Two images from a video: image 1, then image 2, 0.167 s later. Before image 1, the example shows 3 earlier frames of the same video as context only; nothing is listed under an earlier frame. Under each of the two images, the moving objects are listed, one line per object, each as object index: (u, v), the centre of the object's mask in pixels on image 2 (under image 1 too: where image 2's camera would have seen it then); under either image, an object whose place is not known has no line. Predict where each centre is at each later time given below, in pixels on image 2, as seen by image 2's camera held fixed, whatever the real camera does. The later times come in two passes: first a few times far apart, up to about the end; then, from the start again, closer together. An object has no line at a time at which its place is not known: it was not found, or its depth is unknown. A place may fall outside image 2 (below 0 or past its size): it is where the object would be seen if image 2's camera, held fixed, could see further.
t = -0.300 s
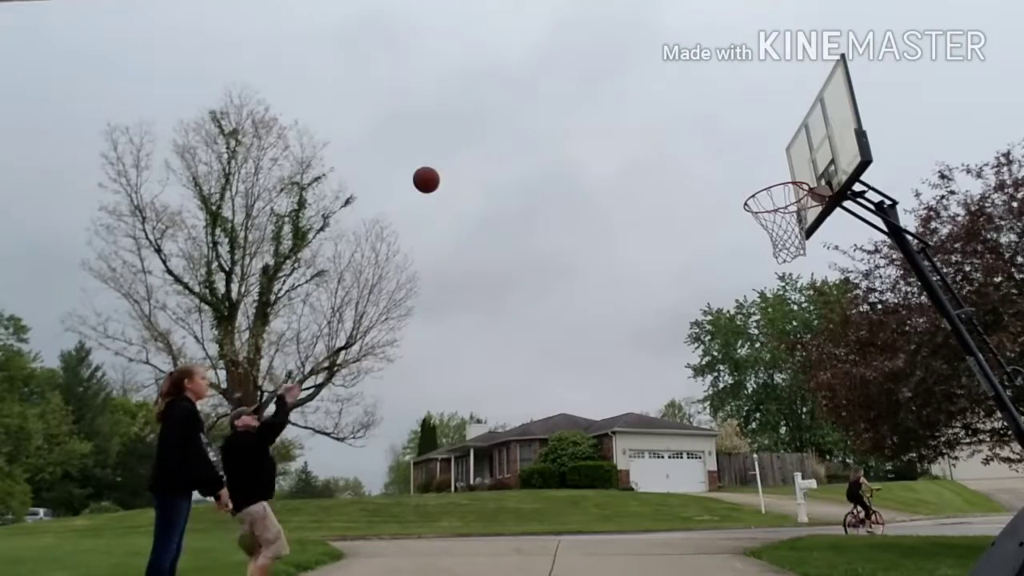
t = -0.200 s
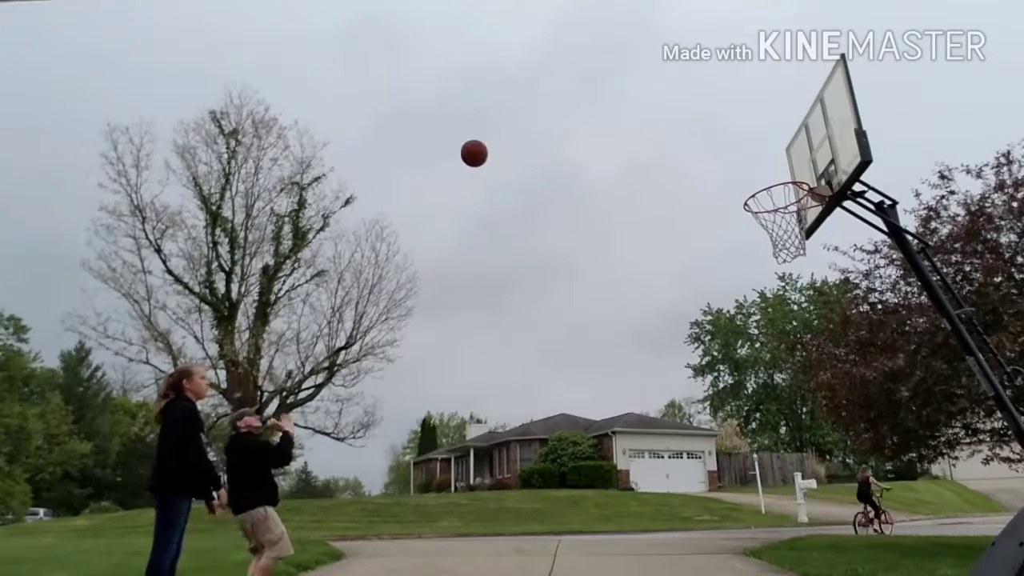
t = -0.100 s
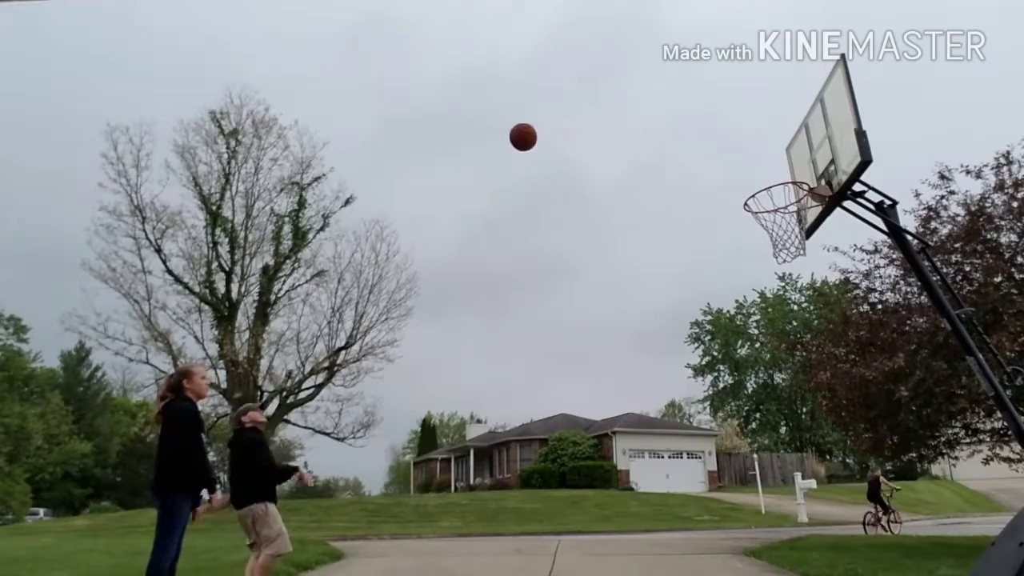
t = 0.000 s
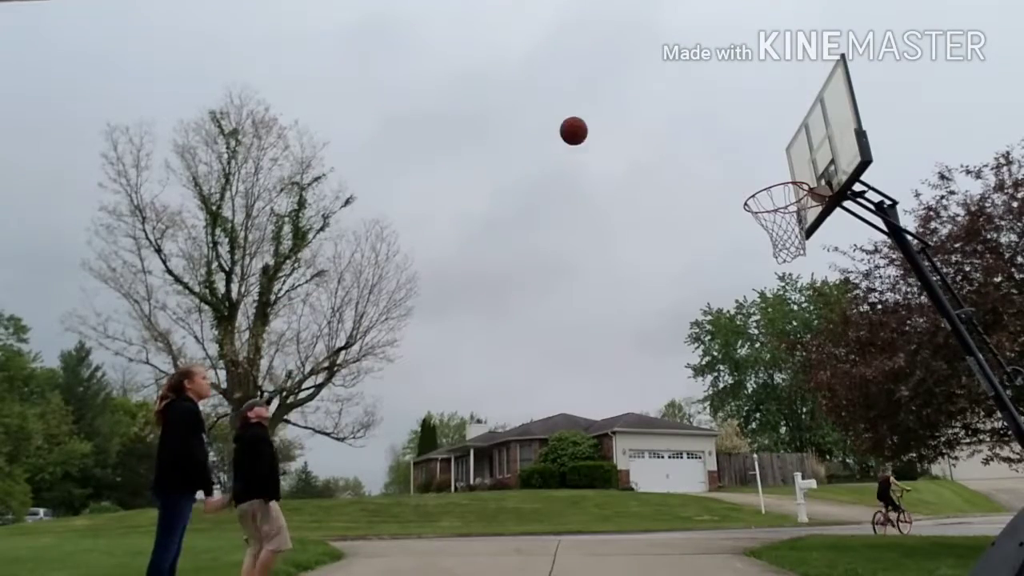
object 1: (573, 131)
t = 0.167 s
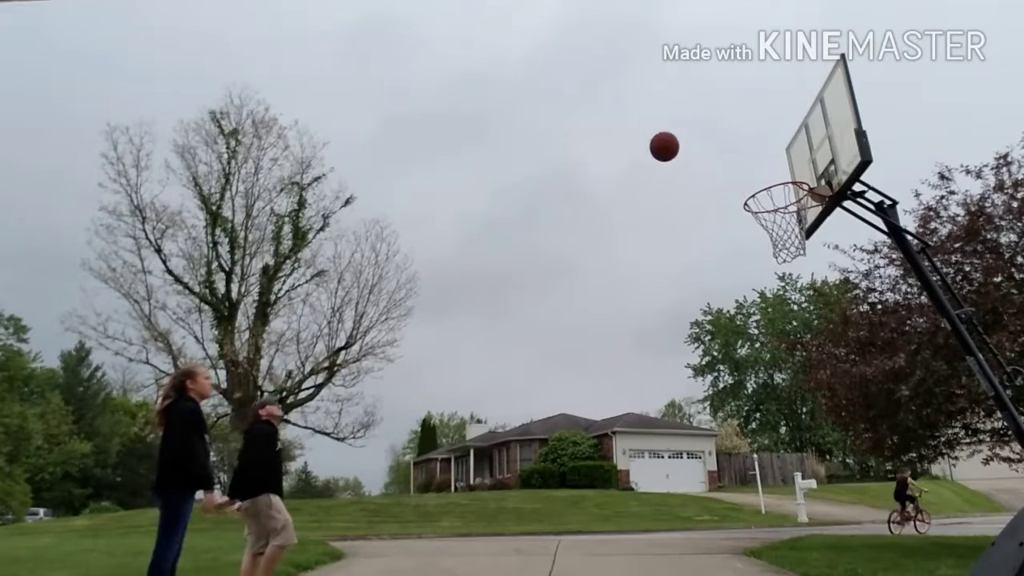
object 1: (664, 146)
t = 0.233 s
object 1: (704, 162)
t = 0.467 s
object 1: (815, 225)
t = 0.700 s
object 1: (804, 246)
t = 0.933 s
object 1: (802, 347)
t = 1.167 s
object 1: (813, 553)
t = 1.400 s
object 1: (777, 464)
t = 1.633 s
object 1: (741, 369)
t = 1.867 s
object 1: (716, 358)
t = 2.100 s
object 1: (699, 428)
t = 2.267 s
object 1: (691, 535)
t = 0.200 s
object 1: (684, 154)
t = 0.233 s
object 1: (704, 162)
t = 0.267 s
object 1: (724, 172)
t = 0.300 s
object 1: (746, 184)
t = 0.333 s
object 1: (767, 198)
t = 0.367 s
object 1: (790, 213)
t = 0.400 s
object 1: (808, 225)
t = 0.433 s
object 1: (816, 228)
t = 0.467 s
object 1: (815, 225)
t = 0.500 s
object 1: (812, 229)
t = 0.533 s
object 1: (810, 226)
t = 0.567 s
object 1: (809, 227)
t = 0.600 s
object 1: (807, 230)
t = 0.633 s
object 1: (806, 235)
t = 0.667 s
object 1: (805, 240)
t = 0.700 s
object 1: (804, 246)
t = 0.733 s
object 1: (803, 255)
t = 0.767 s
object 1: (802, 266)
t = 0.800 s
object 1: (801, 278)
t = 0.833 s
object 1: (801, 293)
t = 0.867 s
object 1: (801, 309)
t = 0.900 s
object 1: (801, 327)
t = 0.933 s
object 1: (802, 347)
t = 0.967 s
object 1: (803, 370)
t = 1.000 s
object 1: (804, 393)
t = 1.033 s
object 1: (805, 419)
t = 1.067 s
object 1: (806, 448)
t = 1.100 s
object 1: (809, 480)
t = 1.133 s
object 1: (810, 515)
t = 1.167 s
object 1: (813, 553)
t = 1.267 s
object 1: (803, 559)
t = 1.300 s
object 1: (796, 533)
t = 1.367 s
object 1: (783, 485)
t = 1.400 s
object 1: (777, 464)
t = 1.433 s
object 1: (771, 444)
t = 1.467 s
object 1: (766, 427)
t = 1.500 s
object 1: (760, 413)
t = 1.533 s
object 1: (755, 399)
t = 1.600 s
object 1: (746, 378)
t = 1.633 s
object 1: (741, 369)
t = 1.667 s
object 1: (738, 362)
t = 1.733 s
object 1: (730, 355)
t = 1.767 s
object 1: (726, 354)
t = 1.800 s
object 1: (723, 354)
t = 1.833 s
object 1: (721, 355)
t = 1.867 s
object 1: (716, 358)
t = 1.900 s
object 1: (713, 362)
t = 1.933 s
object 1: (711, 369)
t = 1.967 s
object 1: (708, 378)
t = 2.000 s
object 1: (705, 387)
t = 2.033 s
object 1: (702, 400)
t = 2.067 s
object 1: (701, 412)
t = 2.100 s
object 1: (699, 428)
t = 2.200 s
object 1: (693, 486)
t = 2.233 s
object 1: (692, 509)
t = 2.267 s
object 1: (691, 535)
